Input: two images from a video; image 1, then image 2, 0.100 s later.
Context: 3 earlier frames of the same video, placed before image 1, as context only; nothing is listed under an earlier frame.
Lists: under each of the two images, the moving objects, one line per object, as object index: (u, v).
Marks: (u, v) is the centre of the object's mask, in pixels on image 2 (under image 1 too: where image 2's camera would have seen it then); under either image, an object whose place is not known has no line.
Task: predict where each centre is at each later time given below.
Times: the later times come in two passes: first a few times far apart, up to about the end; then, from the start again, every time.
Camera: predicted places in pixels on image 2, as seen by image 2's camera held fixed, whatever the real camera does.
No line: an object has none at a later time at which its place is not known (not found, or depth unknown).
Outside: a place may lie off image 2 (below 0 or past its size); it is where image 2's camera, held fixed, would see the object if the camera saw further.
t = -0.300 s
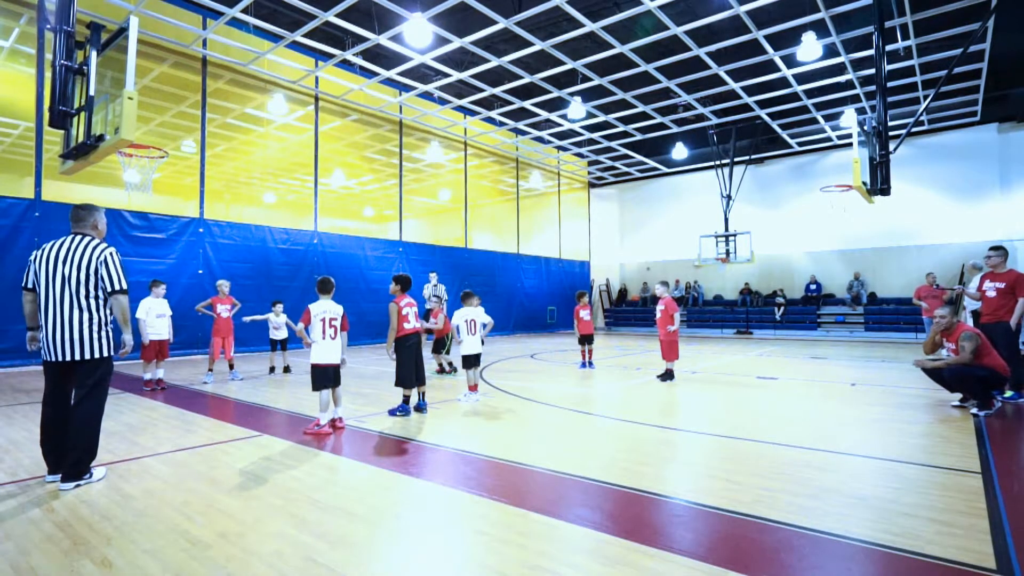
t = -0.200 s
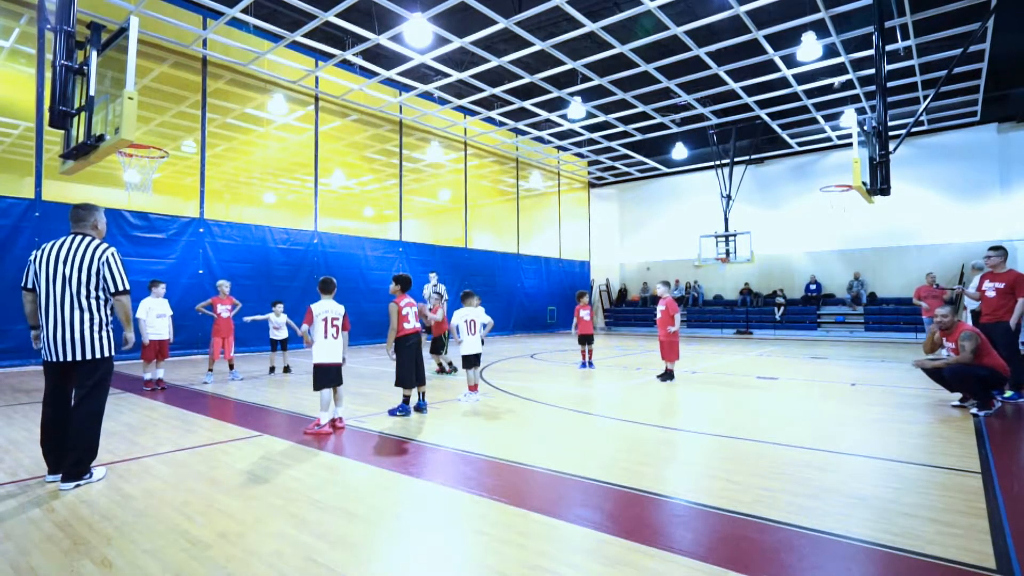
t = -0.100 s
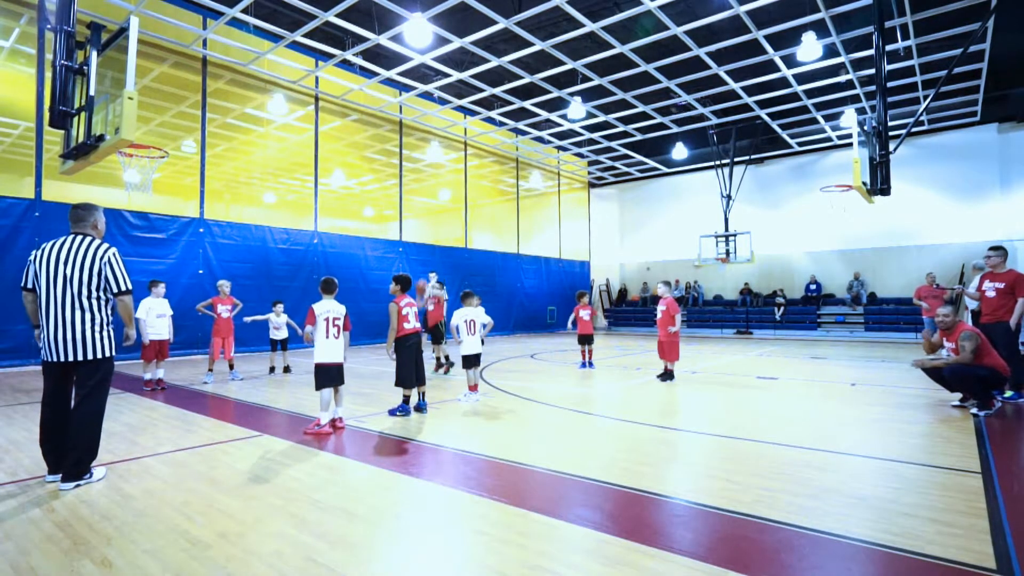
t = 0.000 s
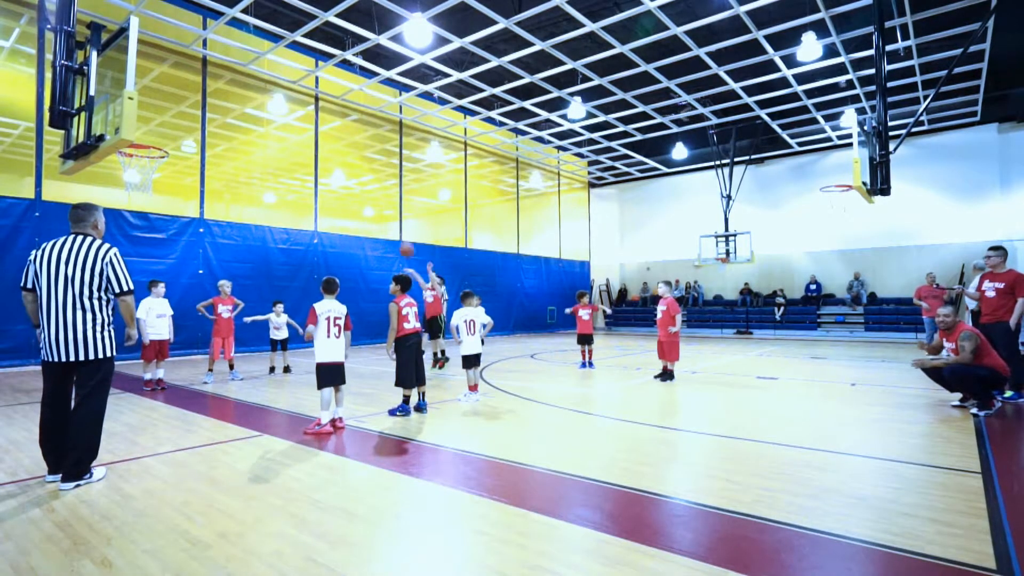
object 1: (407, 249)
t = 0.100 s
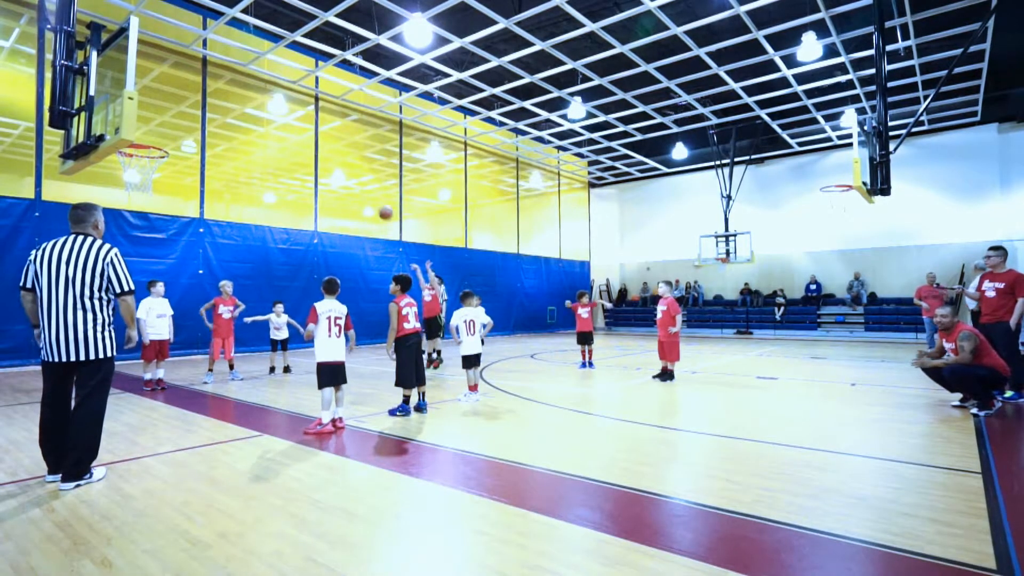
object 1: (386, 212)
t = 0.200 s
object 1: (364, 179)
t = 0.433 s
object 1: (306, 121)
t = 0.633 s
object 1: (246, 94)
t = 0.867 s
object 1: (160, 100)
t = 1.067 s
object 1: (147, 139)
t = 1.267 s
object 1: (174, 118)
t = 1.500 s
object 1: (191, 120)
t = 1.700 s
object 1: (203, 156)
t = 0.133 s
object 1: (378, 201)
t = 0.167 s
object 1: (371, 190)
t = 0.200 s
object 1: (364, 179)
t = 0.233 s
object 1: (356, 169)
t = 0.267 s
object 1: (349, 160)
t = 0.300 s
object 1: (341, 151)
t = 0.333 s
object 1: (332, 142)
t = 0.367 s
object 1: (323, 134)
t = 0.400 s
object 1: (315, 127)
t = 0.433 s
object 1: (306, 121)
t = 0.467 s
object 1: (297, 114)
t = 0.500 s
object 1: (288, 109)
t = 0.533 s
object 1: (277, 103)
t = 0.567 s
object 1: (266, 99)
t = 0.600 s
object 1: (256, 97)
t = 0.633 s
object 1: (246, 94)
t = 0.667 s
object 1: (236, 93)
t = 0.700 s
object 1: (224, 92)
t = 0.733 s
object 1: (212, 91)
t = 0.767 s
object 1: (199, 92)
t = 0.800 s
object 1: (187, 94)
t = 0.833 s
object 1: (173, 96)
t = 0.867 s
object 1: (160, 100)
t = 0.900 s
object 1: (147, 106)
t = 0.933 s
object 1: (140, 113)
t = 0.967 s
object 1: (112, 120)
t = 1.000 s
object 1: (112, 127)
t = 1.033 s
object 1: (139, 136)
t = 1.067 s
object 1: (147, 139)
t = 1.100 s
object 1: (160, 145)
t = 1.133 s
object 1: (163, 138)
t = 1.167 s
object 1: (166, 132)
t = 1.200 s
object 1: (168, 126)
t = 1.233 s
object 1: (171, 122)
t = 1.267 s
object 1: (174, 118)
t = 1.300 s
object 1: (176, 115)
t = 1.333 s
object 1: (179, 114)
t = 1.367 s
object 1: (181, 113)
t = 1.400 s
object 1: (184, 114)
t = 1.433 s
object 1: (186, 115)
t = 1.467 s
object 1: (188, 117)
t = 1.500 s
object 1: (191, 120)
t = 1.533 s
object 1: (193, 123)
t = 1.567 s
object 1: (195, 128)
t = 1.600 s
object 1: (198, 134)
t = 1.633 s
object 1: (199, 141)
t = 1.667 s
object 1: (201, 148)
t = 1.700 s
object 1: (203, 156)
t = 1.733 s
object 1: (205, 165)
